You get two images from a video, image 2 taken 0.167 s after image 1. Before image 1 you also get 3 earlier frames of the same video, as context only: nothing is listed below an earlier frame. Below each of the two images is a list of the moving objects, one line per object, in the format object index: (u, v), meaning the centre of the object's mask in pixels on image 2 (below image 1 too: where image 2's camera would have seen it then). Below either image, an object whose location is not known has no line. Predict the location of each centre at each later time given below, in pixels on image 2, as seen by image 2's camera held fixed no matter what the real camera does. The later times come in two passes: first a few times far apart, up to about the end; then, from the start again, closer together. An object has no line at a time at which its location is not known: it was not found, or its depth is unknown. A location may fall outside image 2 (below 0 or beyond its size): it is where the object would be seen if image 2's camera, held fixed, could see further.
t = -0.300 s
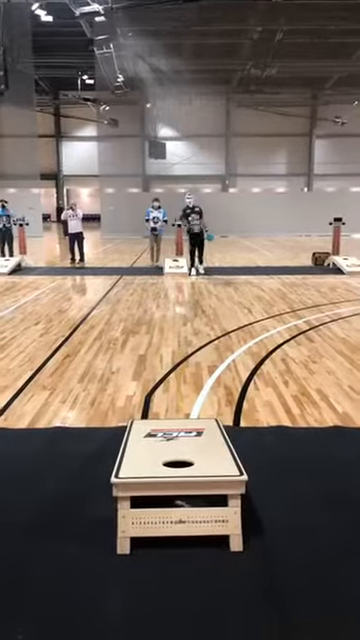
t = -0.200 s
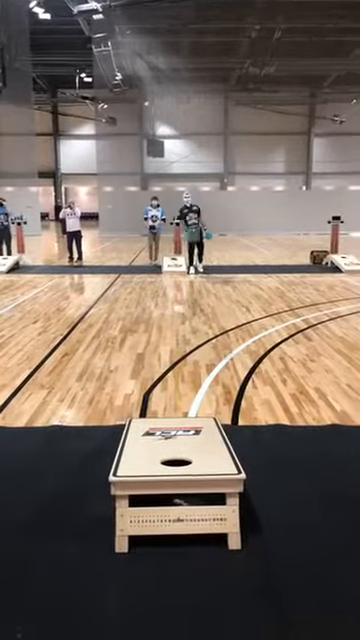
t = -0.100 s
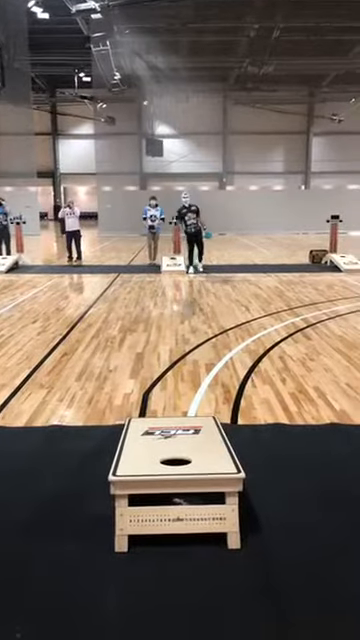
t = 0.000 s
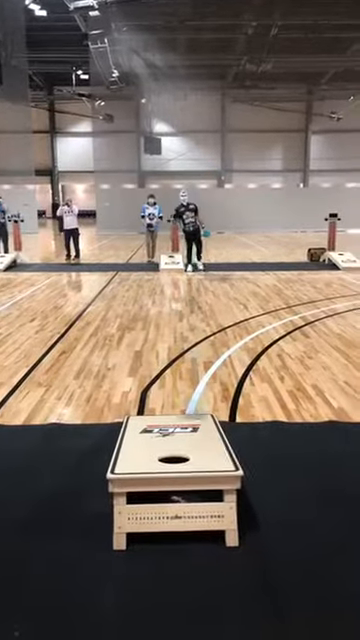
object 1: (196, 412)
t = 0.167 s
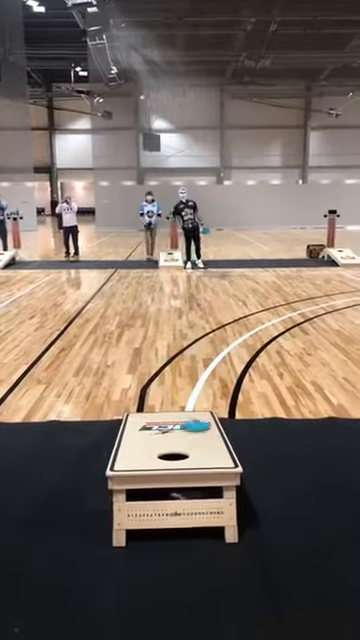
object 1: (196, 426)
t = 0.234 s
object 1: (197, 431)
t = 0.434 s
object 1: (199, 443)
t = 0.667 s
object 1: (199, 445)
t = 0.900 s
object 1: (199, 445)
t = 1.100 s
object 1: (199, 445)
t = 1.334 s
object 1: (199, 445)
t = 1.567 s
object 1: (199, 445)
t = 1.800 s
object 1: (199, 445)
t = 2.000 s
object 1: (199, 445)
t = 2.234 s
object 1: (199, 445)
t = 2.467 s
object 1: (199, 445)
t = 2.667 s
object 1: (199, 446)
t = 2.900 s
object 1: (199, 445)
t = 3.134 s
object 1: (199, 445)
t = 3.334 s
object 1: (200, 445)
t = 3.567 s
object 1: (199, 445)
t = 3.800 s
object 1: (199, 445)
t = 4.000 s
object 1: (199, 445)
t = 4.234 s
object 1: (199, 445)
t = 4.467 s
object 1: (199, 445)
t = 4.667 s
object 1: (199, 445)
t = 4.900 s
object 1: (199, 445)
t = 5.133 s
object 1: (199, 445)
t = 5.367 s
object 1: (199, 446)
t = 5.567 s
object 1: (199, 445)
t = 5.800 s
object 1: (199, 445)
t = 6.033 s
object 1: (199, 445)
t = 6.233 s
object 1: (199, 445)
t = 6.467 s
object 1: (199, 445)
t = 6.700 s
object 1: (199, 445)
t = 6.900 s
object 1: (199, 445)
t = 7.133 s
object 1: (199, 445)
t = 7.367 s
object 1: (199, 445)
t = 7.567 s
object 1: (199, 445)
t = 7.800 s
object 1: (199, 445)
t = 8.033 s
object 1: (199, 445)
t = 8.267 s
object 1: (199, 445)
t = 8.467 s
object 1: (200, 445)
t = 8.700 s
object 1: (199, 445)
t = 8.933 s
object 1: (200, 445)
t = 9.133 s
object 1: (199, 445)
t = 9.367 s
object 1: (199, 445)
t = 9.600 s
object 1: (199, 445)
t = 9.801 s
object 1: (199, 446)
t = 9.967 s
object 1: (199, 446)
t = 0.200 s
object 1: (197, 428)
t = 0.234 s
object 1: (197, 431)
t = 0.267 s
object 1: (198, 434)
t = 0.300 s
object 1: (198, 437)
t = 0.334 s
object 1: (198, 438)
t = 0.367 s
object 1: (198, 440)
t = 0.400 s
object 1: (199, 442)
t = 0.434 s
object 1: (199, 443)
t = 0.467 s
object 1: (199, 444)
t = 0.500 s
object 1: (199, 444)
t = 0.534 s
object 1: (199, 445)
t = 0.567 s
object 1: (199, 445)
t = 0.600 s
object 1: (199, 445)
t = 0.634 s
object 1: (199, 445)
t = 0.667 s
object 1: (199, 445)
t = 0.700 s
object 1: (199, 445)
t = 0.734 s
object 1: (199, 445)
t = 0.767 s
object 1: (199, 445)
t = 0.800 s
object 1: (199, 445)
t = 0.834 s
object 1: (199, 445)
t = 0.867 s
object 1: (199, 445)
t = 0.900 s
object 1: (199, 445)
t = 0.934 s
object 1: (199, 445)
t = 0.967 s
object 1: (199, 445)
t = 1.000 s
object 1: (199, 445)
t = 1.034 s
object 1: (199, 445)
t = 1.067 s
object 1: (199, 445)
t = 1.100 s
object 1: (199, 445)
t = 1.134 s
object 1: (199, 445)
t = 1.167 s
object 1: (199, 445)
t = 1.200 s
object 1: (199, 445)
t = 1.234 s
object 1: (199, 445)
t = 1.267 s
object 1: (199, 445)
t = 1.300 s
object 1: (199, 445)
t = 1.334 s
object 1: (199, 445)
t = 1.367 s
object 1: (199, 445)
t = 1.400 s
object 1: (199, 445)
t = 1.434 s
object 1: (199, 445)
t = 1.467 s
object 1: (199, 445)
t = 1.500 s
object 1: (199, 445)
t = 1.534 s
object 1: (199, 445)
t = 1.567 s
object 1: (199, 445)
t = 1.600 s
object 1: (199, 445)
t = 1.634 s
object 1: (199, 445)
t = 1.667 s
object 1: (199, 445)
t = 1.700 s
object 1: (199, 445)
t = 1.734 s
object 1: (199, 445)
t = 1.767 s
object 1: (199, 445)
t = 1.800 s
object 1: (199, 445)
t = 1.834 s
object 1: (199, 445)
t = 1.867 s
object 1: (199, 445)
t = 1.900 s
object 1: (199, 445)
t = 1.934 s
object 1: (199, 445)
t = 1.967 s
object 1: (199, 445)
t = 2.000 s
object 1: (199, 445)
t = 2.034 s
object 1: (199, 445)
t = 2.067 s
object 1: (199, 445)
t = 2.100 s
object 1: (199, 445)
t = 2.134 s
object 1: (199, 445)
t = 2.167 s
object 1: (199, 445)
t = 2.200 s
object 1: (199, 445)
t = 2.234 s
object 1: (199, 445)
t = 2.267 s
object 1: (199, 445)
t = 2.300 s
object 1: (199, 445)
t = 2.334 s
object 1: (199, 445)
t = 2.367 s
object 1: (199, 445)
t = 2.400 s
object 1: (199, 445)
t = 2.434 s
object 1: (199, 445)
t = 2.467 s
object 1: (199, 445)
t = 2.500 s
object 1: (199, 445)
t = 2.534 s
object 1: (199, 445)
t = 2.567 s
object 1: (199, 445)
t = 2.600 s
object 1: (199, 446)
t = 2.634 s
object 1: (199, 446)
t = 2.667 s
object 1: (199, 446)
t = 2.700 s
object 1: (199, 445)
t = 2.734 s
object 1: (199, 445)
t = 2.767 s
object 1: (199, 445)
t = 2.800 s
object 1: (199, 445)
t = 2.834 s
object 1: (199, 445)
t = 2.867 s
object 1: (199, 445)
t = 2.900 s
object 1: (199, 445)
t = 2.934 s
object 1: (199, 445)
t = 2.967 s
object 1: (199, 445)
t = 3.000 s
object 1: (199, 445)
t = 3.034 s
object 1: (199, 445)
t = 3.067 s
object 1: (199, 446)
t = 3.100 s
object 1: (199, 446)
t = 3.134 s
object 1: (199, 445)
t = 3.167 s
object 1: (199, 446)
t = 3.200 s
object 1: (199, 445)
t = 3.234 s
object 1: (199, 445)
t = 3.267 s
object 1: (199, 445)
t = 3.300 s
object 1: (200, 445)
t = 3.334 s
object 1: (200, 445)
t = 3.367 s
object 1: (199, 445)
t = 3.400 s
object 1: (199, 445)
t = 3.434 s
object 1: (199, 445)
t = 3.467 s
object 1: (199, 445)
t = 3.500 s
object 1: (199, 445)
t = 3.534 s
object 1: (199, 445)
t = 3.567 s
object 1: (199, 445)
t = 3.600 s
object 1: (199, 445)
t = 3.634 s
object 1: (199, 445)
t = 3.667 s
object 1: (199, 445)
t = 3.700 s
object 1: (199, 445)
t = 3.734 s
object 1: (199, 445)
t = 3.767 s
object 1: (199, 445)
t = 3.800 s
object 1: (199, 445)
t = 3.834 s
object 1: (199, 445)
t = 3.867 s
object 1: (200, 445)
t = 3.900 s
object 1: (199, 445)
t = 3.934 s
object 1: (199, 445)
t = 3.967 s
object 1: (199, 445)
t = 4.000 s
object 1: (199, 445)
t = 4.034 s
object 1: (199, 445)
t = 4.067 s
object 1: (200, 445)
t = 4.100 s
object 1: (200, 445)
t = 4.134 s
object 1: (200, 445)
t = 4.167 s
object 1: (200, 445)
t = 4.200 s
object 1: (200, 445)
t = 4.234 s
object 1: (199, 445)
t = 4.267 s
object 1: (199, 445)
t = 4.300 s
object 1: (199, 445)
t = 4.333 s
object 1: (199, 445)
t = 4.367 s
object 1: (199, 445)
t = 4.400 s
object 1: (199, 445)
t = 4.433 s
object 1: (199, 445)
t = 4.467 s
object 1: (199, 445)
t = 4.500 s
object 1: (199, 445)
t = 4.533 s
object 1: (199, 445)
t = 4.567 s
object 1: (199, 445)
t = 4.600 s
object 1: (199, 445)
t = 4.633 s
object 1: (199, 445)
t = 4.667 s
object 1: (199, 445)
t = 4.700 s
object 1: (199, 445)
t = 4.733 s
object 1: (199, 445)
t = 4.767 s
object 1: (199, 445)
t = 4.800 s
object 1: (199, 446)
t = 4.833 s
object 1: (199, 446)
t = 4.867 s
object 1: (199, 446)
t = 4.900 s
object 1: (199, 445)
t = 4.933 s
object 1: (199, 445)
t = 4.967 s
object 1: (199, 446)
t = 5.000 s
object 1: (199, 446)
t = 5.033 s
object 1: (199, 446)
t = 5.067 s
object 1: (199, 445)
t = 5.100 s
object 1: (199, 446)
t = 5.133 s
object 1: (199, 445)
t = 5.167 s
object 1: (199, 445)
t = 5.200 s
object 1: (199, 445)
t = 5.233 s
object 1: (199, 445)
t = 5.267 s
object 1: (199, 445)
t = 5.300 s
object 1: (199, 446)
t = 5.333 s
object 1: (199, 446)
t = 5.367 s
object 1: (199, 446)
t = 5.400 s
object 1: (199, 445)
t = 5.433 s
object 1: (199, 445)
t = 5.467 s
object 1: (199, 445)
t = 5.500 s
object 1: (199, 445)
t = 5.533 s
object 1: (199, 445)
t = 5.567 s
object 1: (199, 445)
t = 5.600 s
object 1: (199, 445)
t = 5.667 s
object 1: (199, 445)
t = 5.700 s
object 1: (199, 445)
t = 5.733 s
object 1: (199, 445)
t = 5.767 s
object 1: (199, 445)
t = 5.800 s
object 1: (199, 445)
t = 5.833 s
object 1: (199, 445)
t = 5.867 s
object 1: (199, 445)
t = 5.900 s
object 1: (199, 445)
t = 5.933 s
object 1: (199, 445)
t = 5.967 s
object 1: (199, 445)
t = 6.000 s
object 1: (199, 445)
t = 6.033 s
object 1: (199, 445)
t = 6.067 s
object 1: (199, 445)
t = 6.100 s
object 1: (199, 445)
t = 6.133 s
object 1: (199, 445)
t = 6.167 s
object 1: (199, 445)
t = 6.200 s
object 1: (199, 445)
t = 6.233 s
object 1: (199, 445)
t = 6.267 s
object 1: (199, 445)
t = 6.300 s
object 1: (199, 445)
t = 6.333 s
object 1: (199, 445)
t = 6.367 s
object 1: (199, 445)
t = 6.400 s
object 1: (199, 445)
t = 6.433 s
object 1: (199, 445)
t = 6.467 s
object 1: (199, 445)
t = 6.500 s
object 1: (199, 445)
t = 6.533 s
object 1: (199, 445)
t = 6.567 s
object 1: (199, 445)
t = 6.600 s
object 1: (199, 445)
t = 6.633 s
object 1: (199, 445)
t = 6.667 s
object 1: (199, 446)
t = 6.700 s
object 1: (199, 445)
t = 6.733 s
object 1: (199, 445)
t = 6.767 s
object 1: (199, 445)
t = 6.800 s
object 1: (199, 445)
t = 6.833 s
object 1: (199, 445)
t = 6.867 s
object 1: (199, 445)
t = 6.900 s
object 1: (199, 445)
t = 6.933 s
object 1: (199, 445)
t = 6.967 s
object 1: (199, 445)
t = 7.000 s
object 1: (199, 445)
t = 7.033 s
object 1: (199, 445)
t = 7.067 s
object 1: (199, 445)
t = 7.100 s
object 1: (199, 445)
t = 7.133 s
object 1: (199, 445)
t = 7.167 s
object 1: (199, 445)
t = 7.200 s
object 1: (199, 445)
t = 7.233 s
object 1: (199, 445)
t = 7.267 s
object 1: (199, 445)
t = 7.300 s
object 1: (199, 445)
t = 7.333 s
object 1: (199, 445)
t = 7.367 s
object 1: (199, 445)
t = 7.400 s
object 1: (199, 445)
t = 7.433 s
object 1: (199, 445)
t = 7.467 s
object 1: (199, 445)
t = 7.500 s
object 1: (199, 445)
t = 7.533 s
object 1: (199, 445)
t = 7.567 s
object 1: (199, 445)
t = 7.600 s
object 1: (199, 445)
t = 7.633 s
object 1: (199, 445)
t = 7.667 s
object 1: (199, 445)
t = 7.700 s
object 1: (199, 445)
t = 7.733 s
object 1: (199, 445)
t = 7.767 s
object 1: (199, 445)
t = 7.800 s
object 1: (199, 445)
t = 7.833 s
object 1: (199, 445)
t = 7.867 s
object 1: (199, 445)
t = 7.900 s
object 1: (199, 445)
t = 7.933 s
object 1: (199, 445)
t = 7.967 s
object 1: (199, 445)
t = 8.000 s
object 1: (199, 445)
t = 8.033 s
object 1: (199, 445)
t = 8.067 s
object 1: (199, 445)
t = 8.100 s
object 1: (199, 445)
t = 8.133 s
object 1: (199, 445)
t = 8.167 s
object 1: (200, 445)
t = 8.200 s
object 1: (199, 445)
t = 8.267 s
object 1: (199, 445)
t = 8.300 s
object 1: (199, 445)
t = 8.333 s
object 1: (199, 445)
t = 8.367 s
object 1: (199, 445)
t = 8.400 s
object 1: (199, 445)
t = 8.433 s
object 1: (199, 445)
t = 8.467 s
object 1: (200, 445)
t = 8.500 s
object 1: (200, 445)
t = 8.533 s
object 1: (199, 445)
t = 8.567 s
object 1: (199, 445)
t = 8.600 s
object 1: (199, 445)
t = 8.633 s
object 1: (199, 445)
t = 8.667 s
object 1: (199, 445)
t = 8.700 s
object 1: (199, 445)
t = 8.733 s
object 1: (199, 445)
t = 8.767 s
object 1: (199, 445)
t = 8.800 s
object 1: (199, 445)
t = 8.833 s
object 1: (199, 445)
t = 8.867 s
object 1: (200, 445)
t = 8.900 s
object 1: (199, 445)
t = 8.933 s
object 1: (200, 445)
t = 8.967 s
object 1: (199, 445)
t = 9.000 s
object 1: (199, 445)
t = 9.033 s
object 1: (199, 445)
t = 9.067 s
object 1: (199, 445)
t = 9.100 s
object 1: (199, 445)
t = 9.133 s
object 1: (199, 445)
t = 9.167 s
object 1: (199, 445)
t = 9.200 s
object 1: (199, 445)
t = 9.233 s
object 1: (199, 445)
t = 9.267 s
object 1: (199, 445)
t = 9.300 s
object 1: (199, 445)
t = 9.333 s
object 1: (199, 445)
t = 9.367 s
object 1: (199, 445)
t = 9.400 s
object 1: (199, 445)
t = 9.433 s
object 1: (199, 445)
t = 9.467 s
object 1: (199, 445)
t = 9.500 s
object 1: (199, 445)
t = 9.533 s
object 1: (199, 445)
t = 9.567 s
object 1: (199, 445)
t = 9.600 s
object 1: (199, 445)
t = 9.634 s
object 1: (199, 446)
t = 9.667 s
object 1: (199, 446)
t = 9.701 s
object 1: (199, 446)
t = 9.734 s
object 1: (199, 446)
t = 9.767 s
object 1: (198, 446)
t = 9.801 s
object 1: (199, 446)
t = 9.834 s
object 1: (199, 446)
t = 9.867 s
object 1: (199, 446)
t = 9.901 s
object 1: (199, 446)
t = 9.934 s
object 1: (199, 446)
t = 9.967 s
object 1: (199, 446)
